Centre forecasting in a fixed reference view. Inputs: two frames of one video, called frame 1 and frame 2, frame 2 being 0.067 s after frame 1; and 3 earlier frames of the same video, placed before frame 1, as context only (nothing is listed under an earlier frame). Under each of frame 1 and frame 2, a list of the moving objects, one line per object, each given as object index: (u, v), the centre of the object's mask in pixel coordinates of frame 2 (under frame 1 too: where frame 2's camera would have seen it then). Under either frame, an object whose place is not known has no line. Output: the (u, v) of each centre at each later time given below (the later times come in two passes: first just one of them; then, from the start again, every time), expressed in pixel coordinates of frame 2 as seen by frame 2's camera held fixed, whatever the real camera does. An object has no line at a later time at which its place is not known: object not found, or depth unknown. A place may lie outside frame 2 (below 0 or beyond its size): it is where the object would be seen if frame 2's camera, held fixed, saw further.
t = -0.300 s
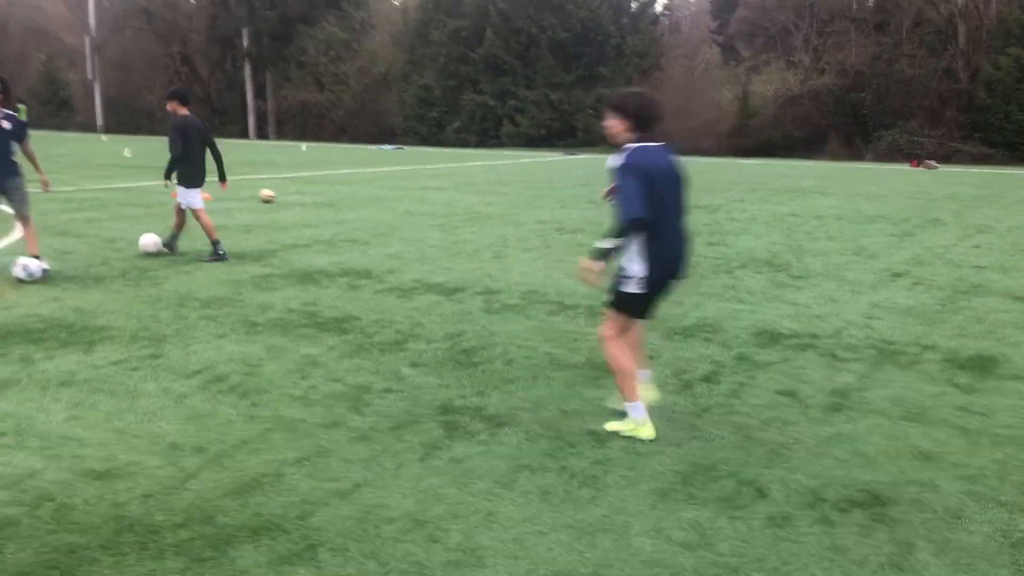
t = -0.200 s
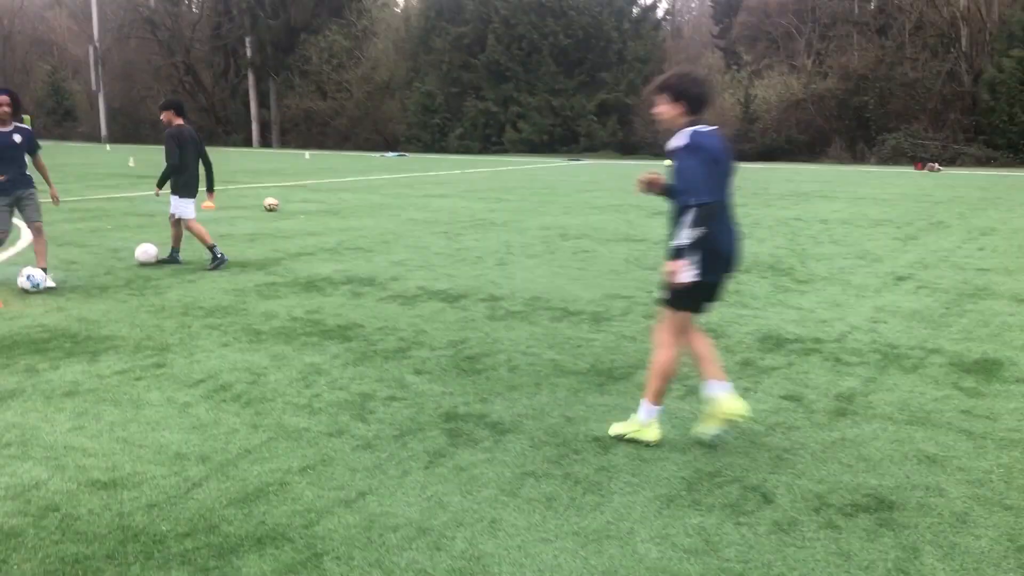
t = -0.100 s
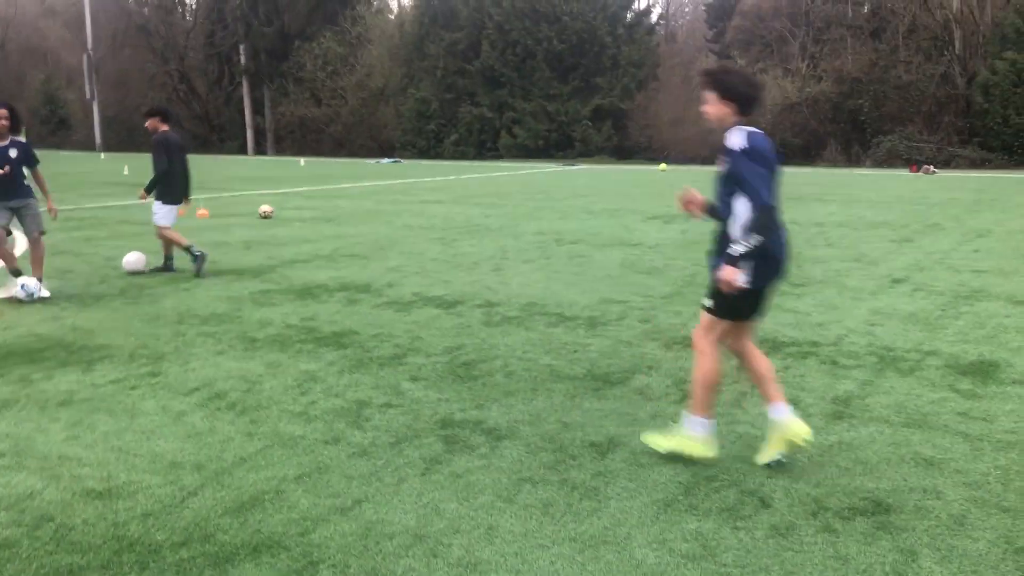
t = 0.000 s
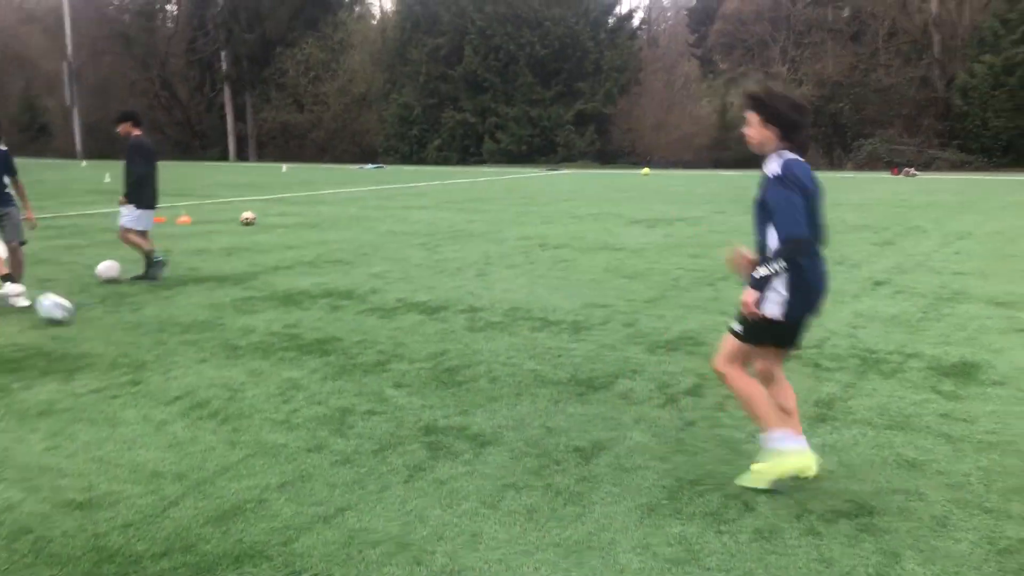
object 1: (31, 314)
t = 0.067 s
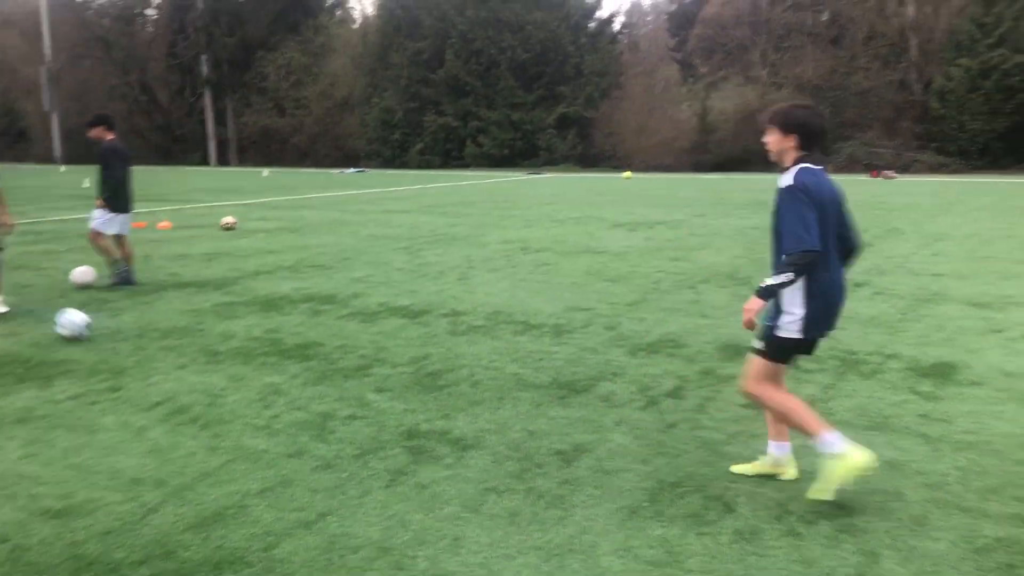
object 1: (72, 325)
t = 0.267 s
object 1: (220, 358)
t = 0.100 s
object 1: (93, 329)
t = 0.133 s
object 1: (118, 336)
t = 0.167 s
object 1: (141, 341)
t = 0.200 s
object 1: (166, 347)
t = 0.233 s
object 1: (193, 353)
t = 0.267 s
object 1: (220, 358)
